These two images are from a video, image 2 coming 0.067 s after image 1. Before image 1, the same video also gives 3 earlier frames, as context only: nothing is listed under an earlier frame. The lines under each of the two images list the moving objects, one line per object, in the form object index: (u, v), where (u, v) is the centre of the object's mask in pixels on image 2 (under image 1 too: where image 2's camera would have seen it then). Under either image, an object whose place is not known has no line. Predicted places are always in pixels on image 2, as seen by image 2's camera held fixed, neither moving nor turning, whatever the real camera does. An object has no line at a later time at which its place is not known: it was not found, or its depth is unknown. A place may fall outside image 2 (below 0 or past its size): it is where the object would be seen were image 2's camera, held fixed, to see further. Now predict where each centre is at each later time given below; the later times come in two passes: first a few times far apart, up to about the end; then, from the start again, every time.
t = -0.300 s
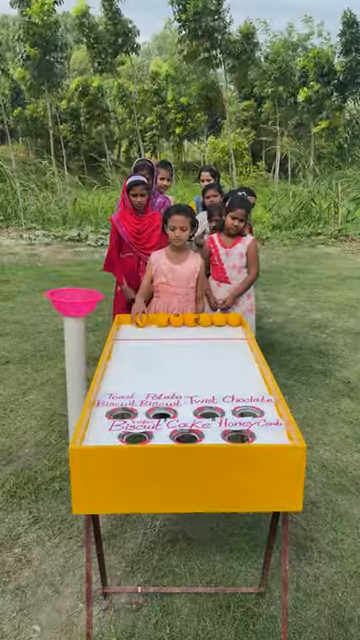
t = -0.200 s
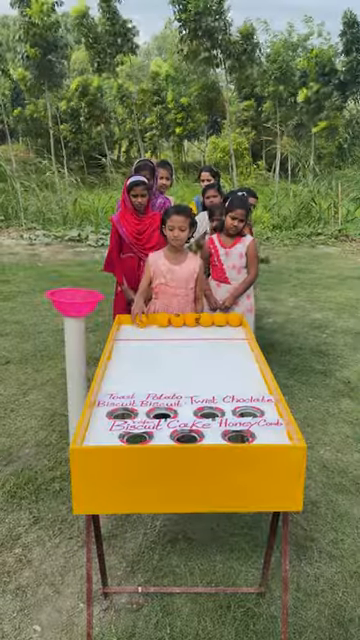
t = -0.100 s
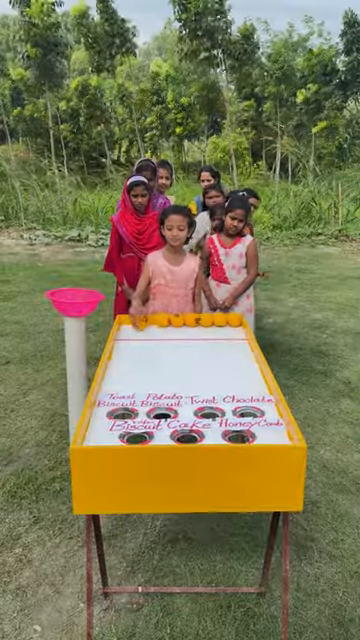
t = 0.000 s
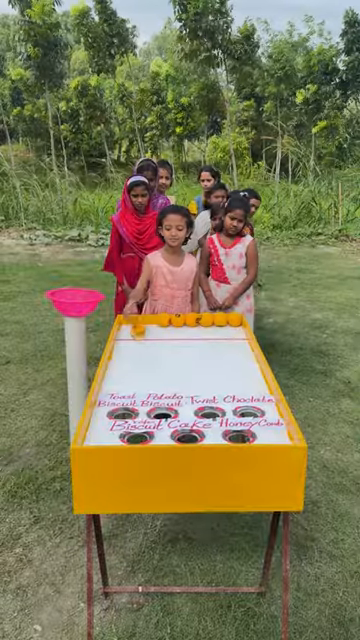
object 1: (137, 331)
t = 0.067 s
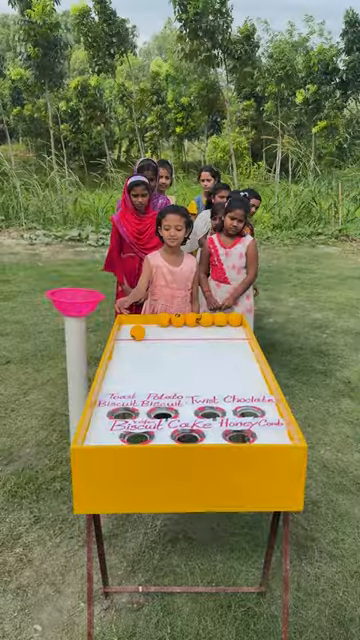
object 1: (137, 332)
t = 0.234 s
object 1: (135, 344)
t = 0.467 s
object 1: (128, 358)
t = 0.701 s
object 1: (123, 374)
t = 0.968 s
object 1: (113, 391)
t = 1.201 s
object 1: (106, 404)
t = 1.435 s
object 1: (99, 417)
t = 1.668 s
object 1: (98, 426)
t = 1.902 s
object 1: (96, 432)
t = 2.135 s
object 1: (94, 434)
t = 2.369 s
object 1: (93, 434)
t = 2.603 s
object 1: (94, 433)
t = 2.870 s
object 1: (97, 425)
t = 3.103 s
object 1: (100, 416)
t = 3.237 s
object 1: (103, 410)
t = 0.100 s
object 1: (137, 334)
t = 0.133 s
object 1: (136, 336)
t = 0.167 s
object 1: (136, 339)
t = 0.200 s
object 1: (135, 341)
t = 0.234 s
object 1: (135, 344)
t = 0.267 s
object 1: (134, 345)
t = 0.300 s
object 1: (133, 347)
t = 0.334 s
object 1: (132, 349)
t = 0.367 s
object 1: (131, 352)
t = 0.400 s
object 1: (130, 354)
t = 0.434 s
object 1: (130, 356)
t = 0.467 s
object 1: (128, 358)
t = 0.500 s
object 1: (128, 360)
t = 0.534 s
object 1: (127, 363)
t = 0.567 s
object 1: (126, 365)
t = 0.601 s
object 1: (125, 367)
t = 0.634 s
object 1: (124, 370)
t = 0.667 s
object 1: (123, 372)
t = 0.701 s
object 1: (123, 374)
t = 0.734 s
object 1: (121, 376)
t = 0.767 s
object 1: (120, 378)
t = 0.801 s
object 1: (119, 380)
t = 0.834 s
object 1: (118, 382)
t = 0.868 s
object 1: (117, 385)
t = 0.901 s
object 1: (116, 386)
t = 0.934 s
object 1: (114, 389)
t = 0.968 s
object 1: (113, 391)
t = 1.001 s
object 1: (113, 393)
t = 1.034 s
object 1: (112, 395)
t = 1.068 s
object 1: (111, 396)
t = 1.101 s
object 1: (109, 399)
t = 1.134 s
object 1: (108, 401)
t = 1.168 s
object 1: (107, 403)
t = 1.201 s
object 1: (106, 404)
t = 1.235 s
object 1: (104, 406)
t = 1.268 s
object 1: (103, 408)
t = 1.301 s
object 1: (102, 410)
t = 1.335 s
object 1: (101, 411)
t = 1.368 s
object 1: (100, 413)
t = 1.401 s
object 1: (100, 416)
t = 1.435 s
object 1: (99, 417)
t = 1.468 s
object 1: (99, 418)
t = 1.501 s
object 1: (99, 418)
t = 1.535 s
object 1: (99, 420)
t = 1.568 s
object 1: (98, 422)
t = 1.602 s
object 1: (98, 423)
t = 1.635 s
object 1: (98, 425)
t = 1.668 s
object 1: (98, 426)
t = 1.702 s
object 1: (98, 427)
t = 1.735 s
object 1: (97, 427)
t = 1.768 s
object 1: (97, 429)
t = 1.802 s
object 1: (97, 430)
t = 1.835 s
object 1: (97, 431)
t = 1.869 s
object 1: (97, 432)
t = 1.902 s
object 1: (96, 432)
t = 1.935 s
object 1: (96, 433)
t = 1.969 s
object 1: (96, 433)
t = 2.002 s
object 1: (96, 433)
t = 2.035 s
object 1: (96, 434)
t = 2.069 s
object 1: (95, 434)
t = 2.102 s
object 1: (94, 434)
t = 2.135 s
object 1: (94, 434)
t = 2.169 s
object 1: (94, 434)
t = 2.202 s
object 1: (93, 435)
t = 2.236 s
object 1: (93, 434)
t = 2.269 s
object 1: (93, 434)
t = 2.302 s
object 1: (93, 434)
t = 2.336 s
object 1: (93, 434)
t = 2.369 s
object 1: (93, 434)
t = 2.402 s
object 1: (93, 434)
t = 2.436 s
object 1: (93, 434)
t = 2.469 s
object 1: (94, 434)
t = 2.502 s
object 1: (94, 434)
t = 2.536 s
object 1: (93, 433)
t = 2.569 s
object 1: (94, 433)
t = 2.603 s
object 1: (94, 433)
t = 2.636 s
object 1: (94, 432)
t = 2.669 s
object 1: (94, 432)
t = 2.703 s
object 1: (95, 429)
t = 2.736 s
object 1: (95, 429)
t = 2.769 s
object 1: (96, 427)
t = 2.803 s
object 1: (96, 425)
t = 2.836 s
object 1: (96, 425)
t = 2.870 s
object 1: (97, 425)
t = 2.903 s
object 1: (97, 424)
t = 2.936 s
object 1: (98, 422)
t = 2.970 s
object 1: (98, 421)
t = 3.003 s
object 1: (99, 420)
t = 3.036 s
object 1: (99, 419)
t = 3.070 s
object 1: (100, 418)
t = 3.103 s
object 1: (100, 416)
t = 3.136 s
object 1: (102, 415)
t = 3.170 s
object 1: (102, 412)
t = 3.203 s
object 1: (103, 411)
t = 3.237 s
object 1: (103, 410)
